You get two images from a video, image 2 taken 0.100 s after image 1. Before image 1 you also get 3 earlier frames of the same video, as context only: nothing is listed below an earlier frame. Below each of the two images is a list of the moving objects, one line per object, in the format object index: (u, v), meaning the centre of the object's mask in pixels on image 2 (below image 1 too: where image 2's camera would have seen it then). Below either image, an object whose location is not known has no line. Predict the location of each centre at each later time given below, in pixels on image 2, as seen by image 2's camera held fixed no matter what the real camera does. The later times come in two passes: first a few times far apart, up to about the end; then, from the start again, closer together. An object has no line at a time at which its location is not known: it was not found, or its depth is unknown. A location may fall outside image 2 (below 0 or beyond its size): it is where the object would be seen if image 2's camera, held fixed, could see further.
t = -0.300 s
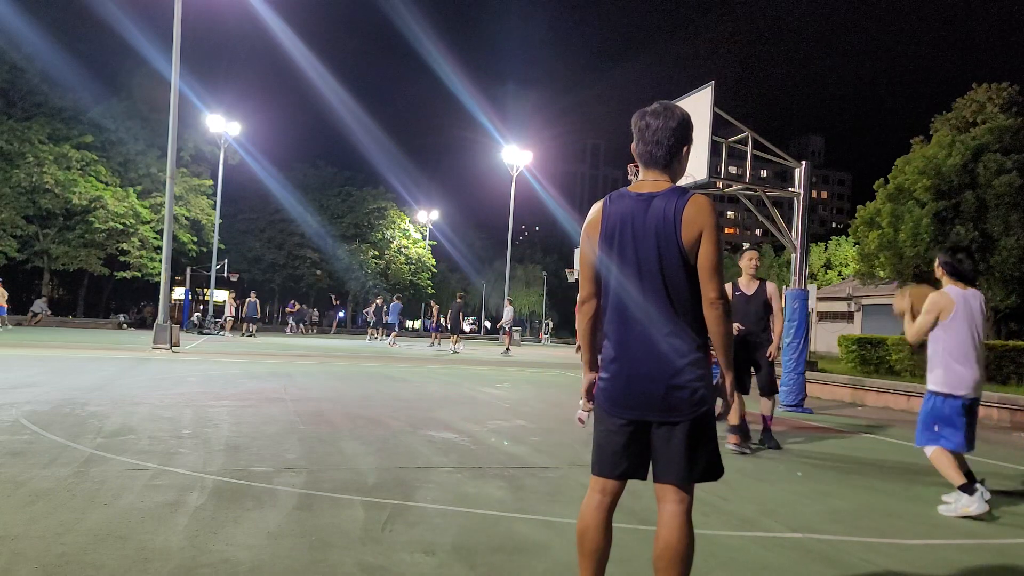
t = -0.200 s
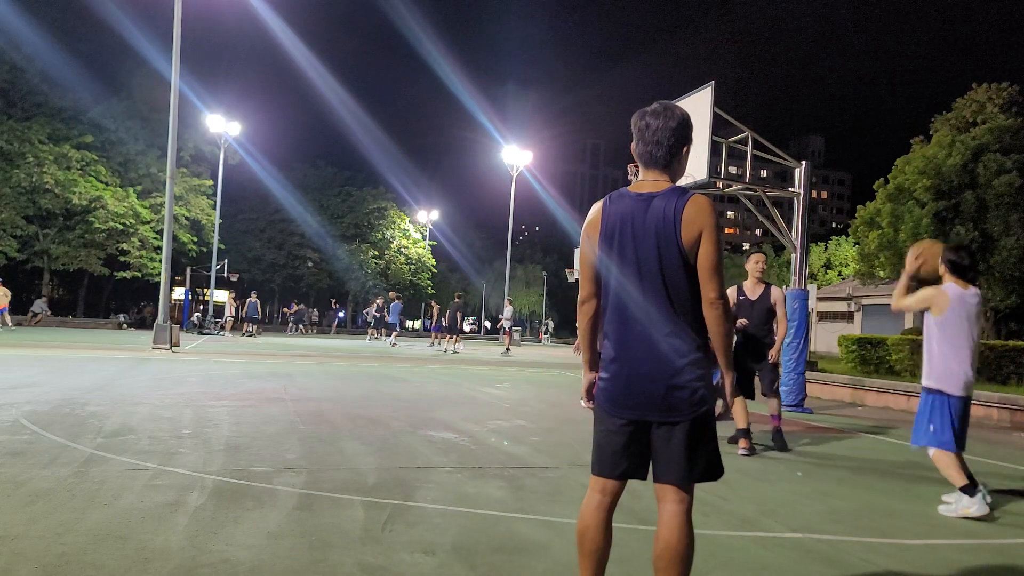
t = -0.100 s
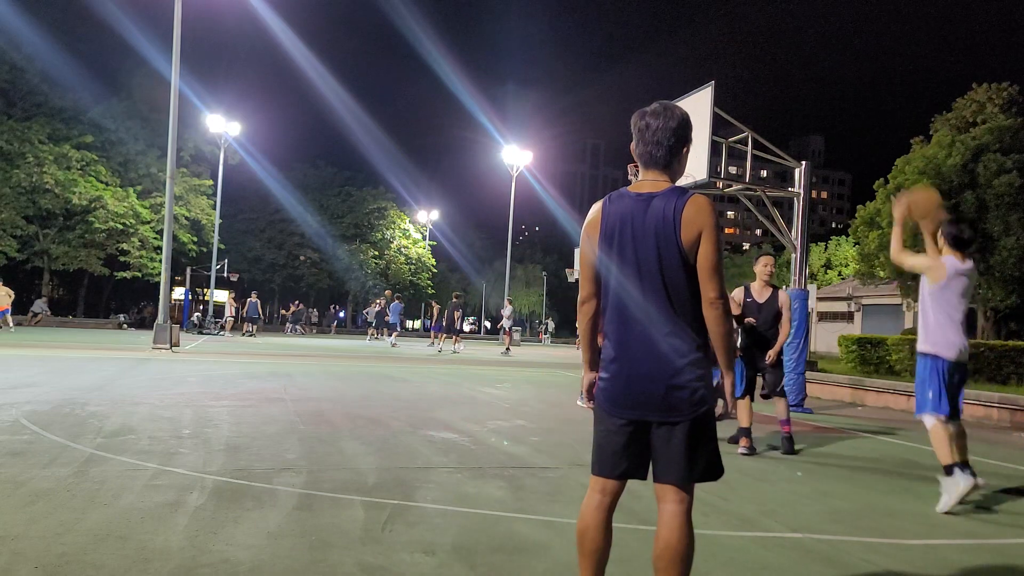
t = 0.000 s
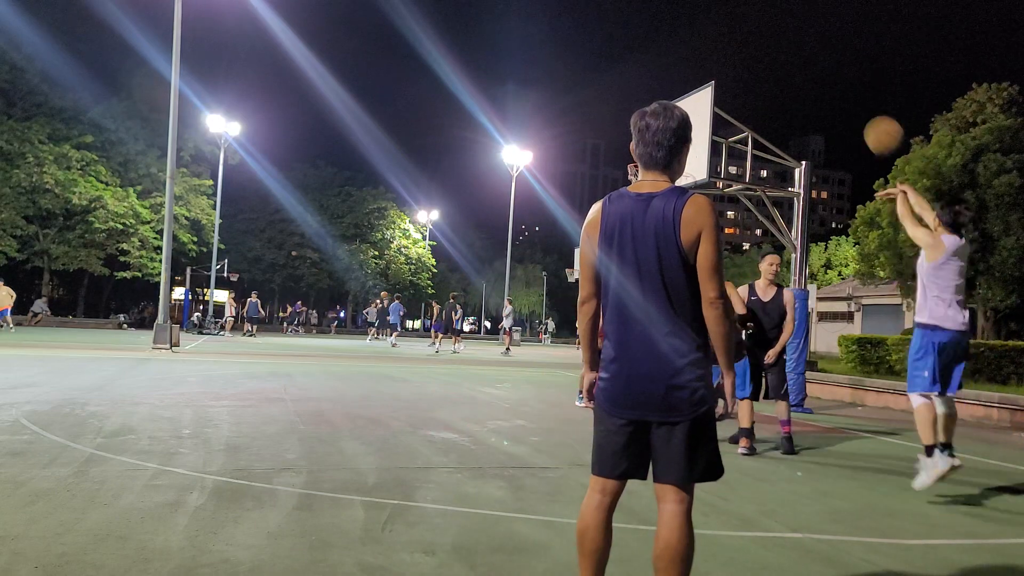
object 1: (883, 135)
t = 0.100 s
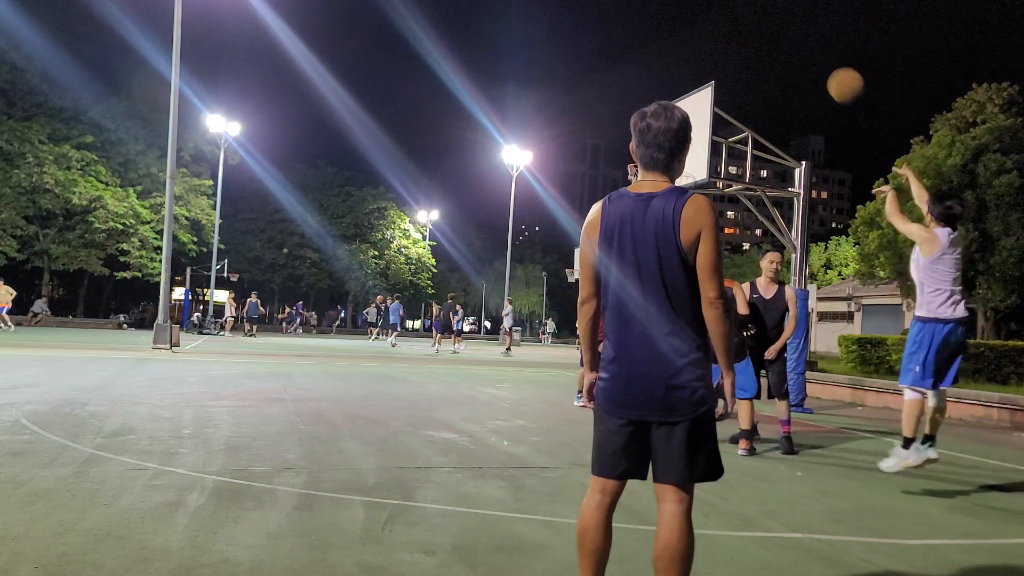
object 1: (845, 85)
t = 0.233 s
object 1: (802, 45)
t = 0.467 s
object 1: (742, 30)
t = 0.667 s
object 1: (700, 58)
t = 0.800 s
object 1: (676, 91)
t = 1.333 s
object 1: (597, 168)
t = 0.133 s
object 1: (833, 72)
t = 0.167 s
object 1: (822, 62)
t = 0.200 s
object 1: (812, 52)
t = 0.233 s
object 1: (802, 45)
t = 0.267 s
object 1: (792, 39)
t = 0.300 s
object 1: (783, 34)
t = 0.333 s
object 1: (774, 31)
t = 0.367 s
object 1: (766, 29)
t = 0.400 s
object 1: (757, 28)
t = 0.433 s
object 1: (750, 29)
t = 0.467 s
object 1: (742, 30)
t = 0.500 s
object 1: (734, 33)
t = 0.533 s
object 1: (727, 36)
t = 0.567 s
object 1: (720, 40)
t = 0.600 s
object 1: (713, 45)
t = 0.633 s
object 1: (707, 51)
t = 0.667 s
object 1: (700, 58)
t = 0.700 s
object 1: (694, 65)
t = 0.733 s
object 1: (688, 73)
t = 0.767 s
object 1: (682, 82)
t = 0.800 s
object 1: (676, 91)
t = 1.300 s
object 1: (602, 163)
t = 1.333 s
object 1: (597, 168)
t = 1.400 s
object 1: (586, 183)
